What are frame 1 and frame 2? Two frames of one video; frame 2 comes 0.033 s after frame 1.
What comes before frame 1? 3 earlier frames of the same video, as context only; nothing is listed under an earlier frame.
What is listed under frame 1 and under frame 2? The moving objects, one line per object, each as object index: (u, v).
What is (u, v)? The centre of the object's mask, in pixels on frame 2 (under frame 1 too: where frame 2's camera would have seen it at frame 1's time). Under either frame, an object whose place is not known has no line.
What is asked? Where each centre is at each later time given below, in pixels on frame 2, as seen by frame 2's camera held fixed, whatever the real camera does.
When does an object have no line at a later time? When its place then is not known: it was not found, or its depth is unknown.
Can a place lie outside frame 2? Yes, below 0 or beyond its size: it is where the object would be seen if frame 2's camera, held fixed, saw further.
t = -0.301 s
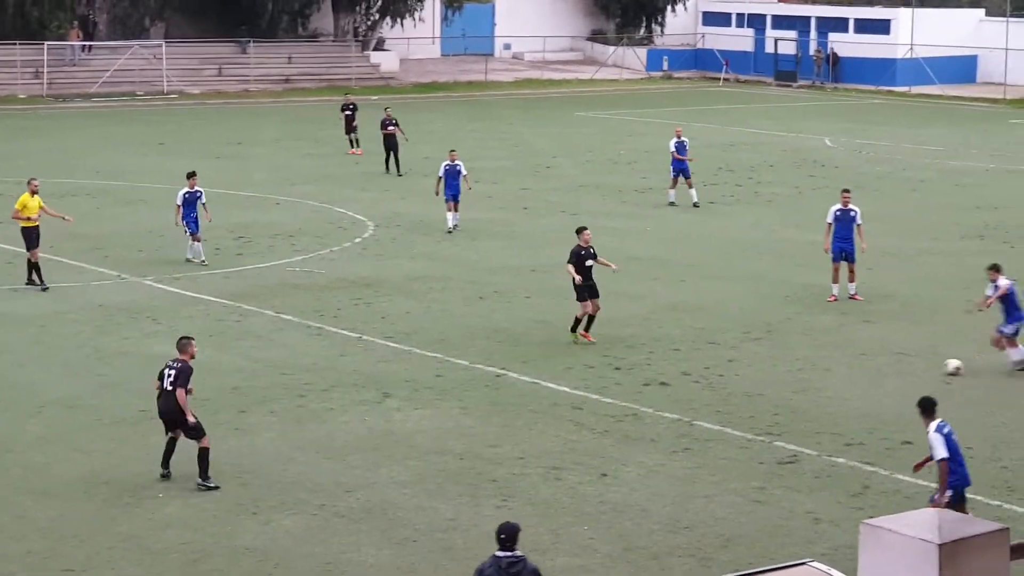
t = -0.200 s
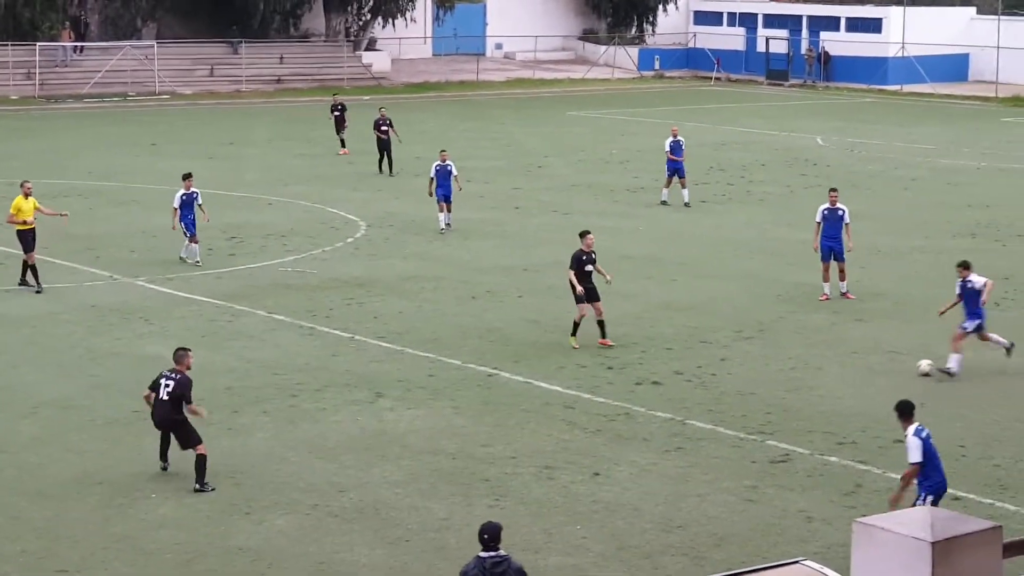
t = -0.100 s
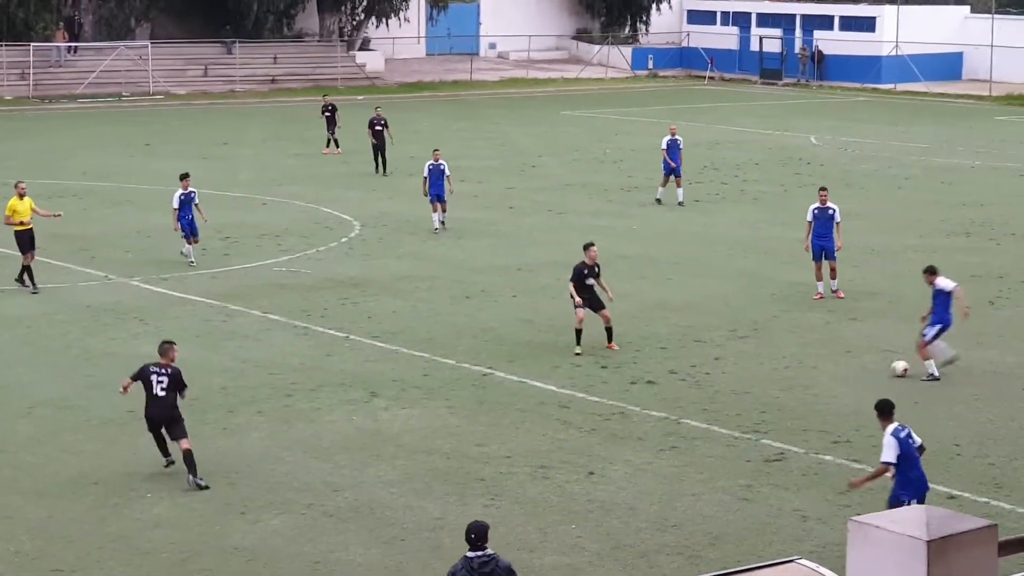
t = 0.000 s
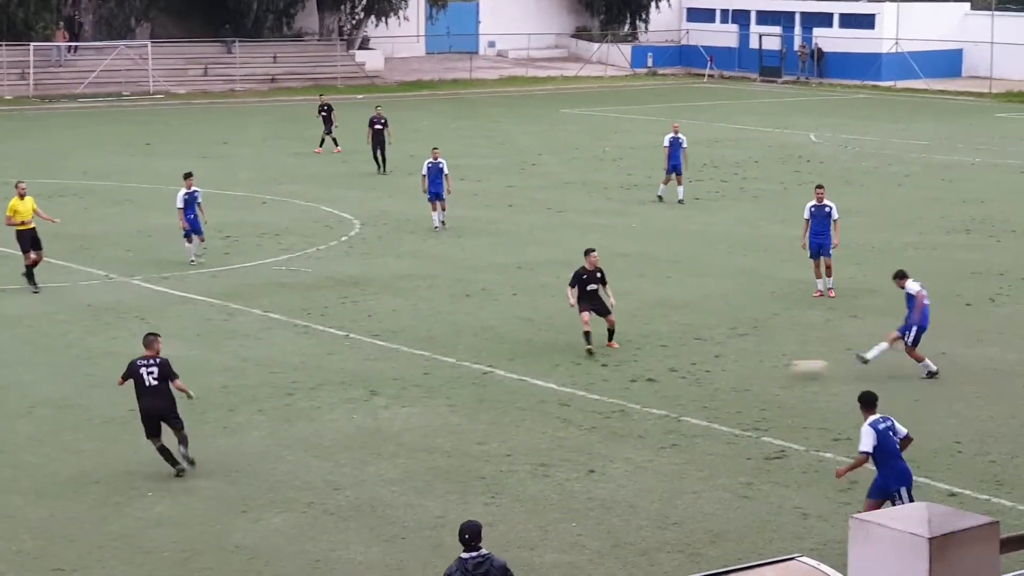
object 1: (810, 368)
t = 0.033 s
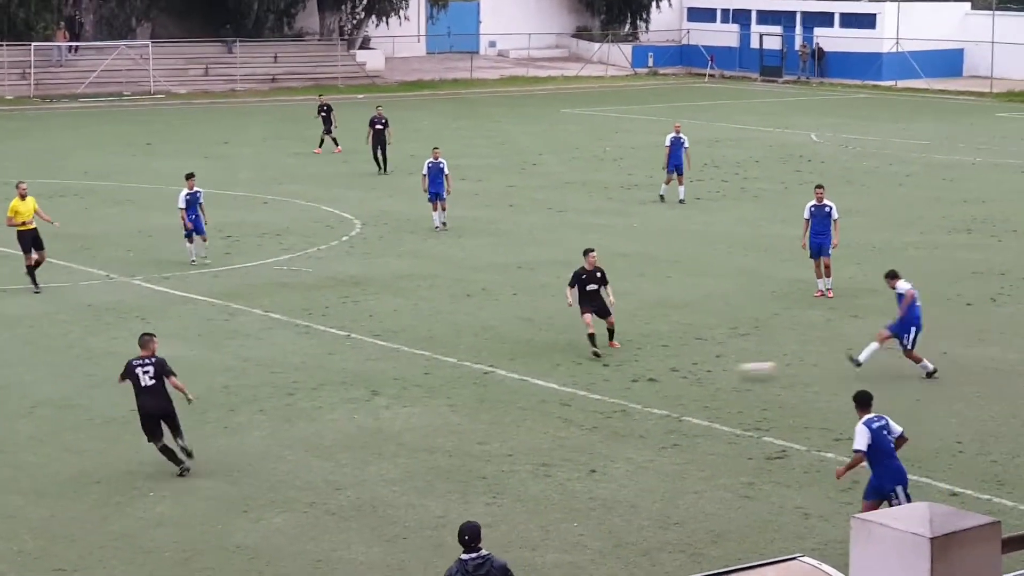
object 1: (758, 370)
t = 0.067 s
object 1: (705, 373)
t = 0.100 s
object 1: (652, 377)
